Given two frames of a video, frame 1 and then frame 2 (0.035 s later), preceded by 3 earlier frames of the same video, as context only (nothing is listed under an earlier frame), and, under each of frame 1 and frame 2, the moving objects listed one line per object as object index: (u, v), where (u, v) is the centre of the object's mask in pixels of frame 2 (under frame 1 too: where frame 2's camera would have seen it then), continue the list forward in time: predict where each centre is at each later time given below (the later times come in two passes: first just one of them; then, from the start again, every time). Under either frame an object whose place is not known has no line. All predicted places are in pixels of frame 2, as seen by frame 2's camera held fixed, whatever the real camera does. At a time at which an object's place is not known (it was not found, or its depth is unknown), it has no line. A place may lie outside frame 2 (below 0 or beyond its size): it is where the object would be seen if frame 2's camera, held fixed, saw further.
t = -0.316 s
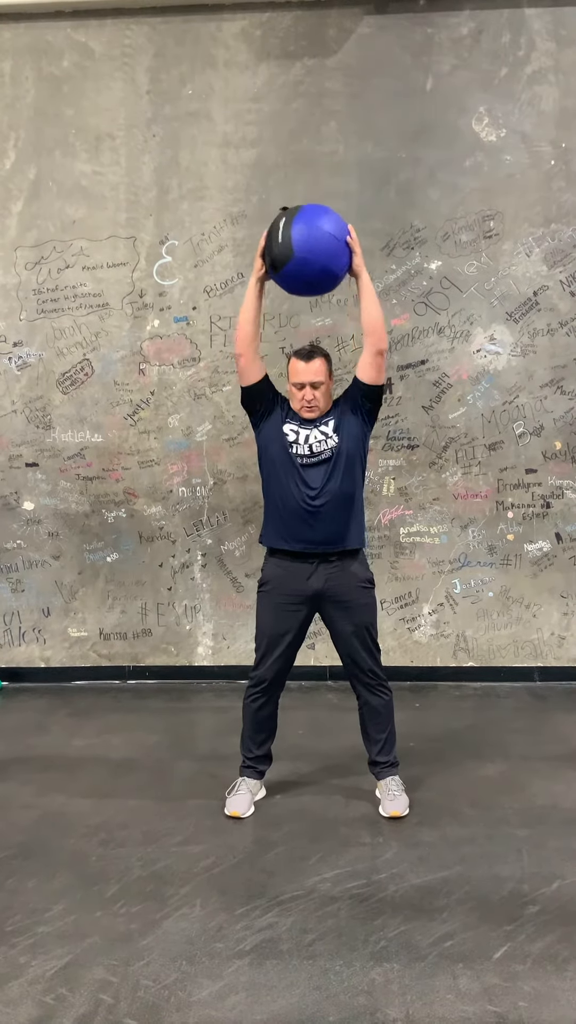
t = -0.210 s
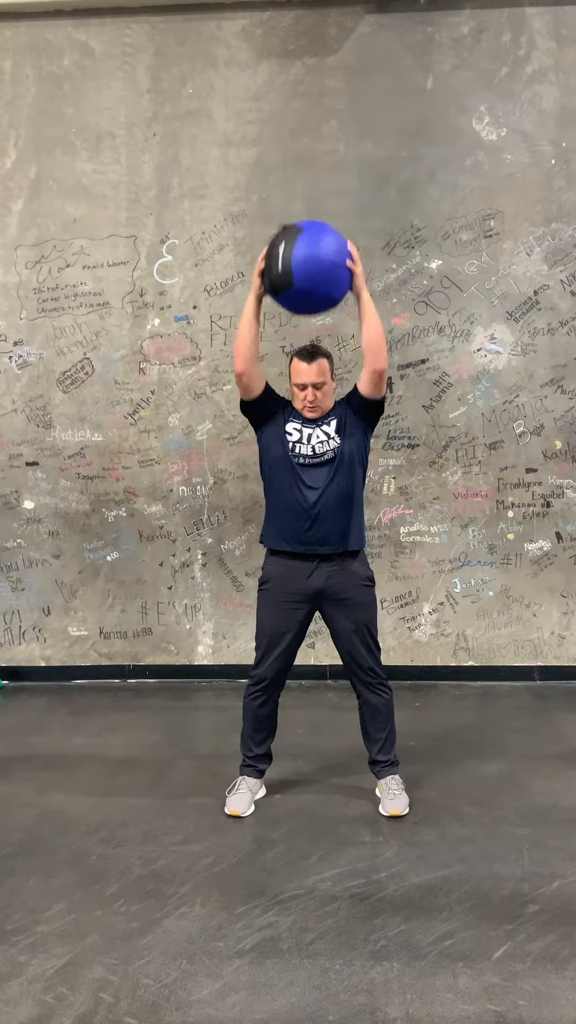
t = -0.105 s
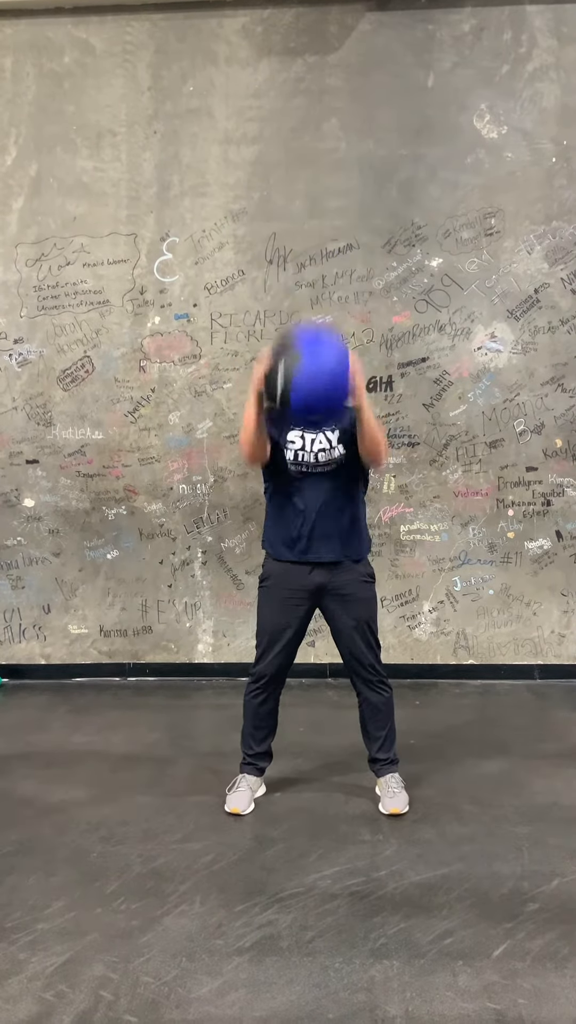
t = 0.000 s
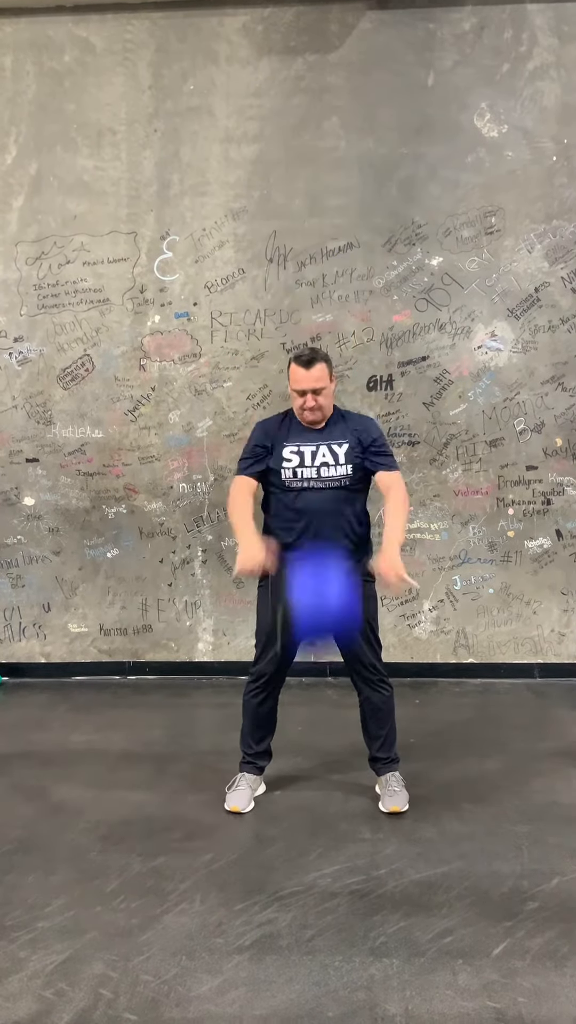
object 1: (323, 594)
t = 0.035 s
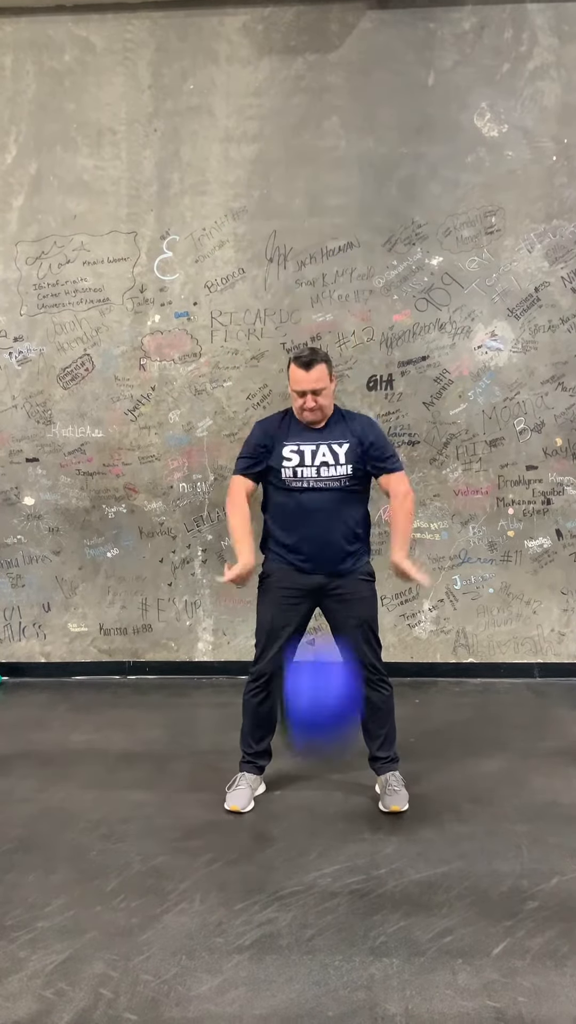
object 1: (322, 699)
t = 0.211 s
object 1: (300, 696)
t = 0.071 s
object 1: (322, 789)
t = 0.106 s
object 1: (319, 808)
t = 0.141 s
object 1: (312, 767)
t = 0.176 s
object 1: (306, 730)
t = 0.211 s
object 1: (300, 696)
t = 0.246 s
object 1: (294, 666)
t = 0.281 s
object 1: (285, 640)
